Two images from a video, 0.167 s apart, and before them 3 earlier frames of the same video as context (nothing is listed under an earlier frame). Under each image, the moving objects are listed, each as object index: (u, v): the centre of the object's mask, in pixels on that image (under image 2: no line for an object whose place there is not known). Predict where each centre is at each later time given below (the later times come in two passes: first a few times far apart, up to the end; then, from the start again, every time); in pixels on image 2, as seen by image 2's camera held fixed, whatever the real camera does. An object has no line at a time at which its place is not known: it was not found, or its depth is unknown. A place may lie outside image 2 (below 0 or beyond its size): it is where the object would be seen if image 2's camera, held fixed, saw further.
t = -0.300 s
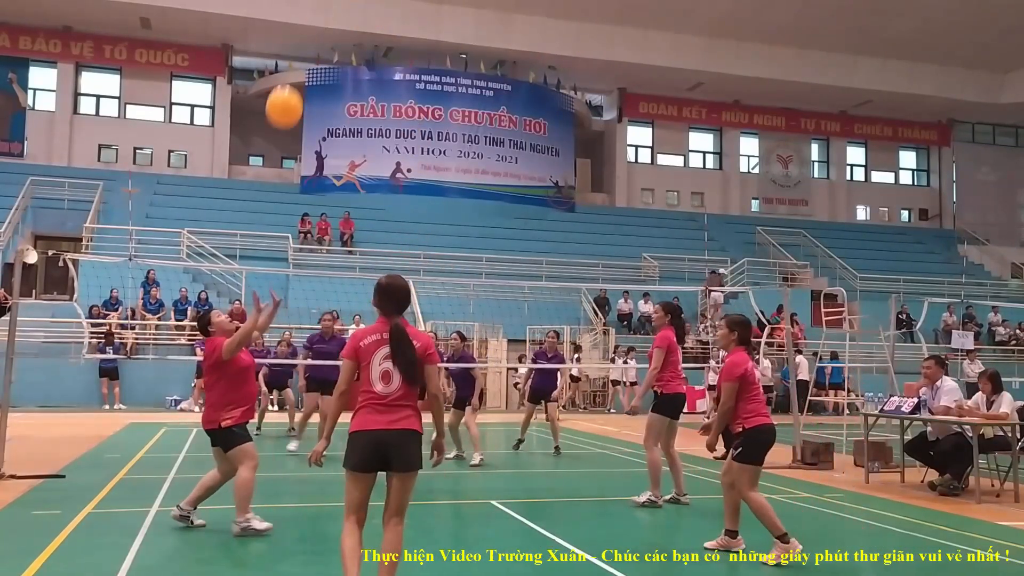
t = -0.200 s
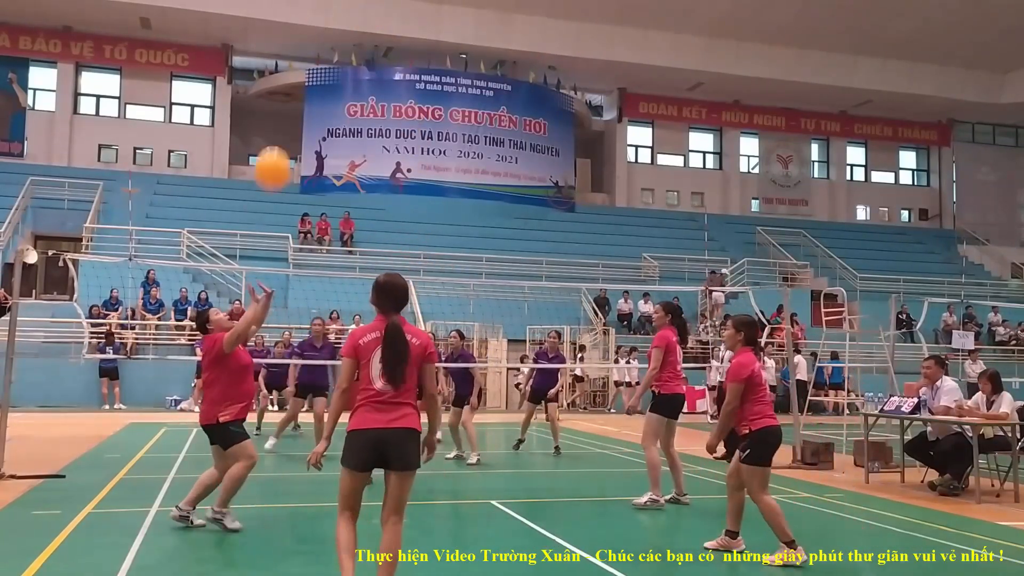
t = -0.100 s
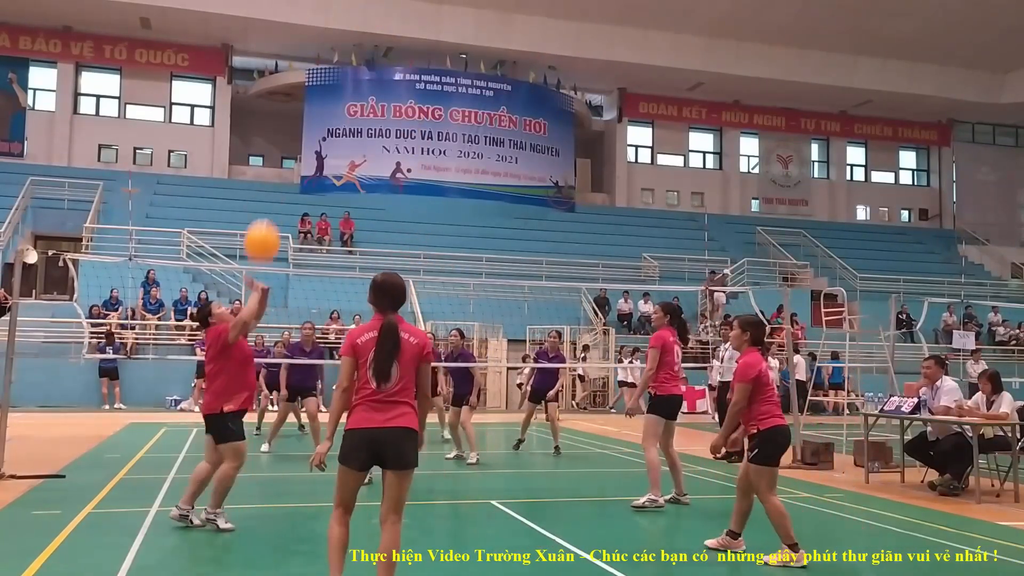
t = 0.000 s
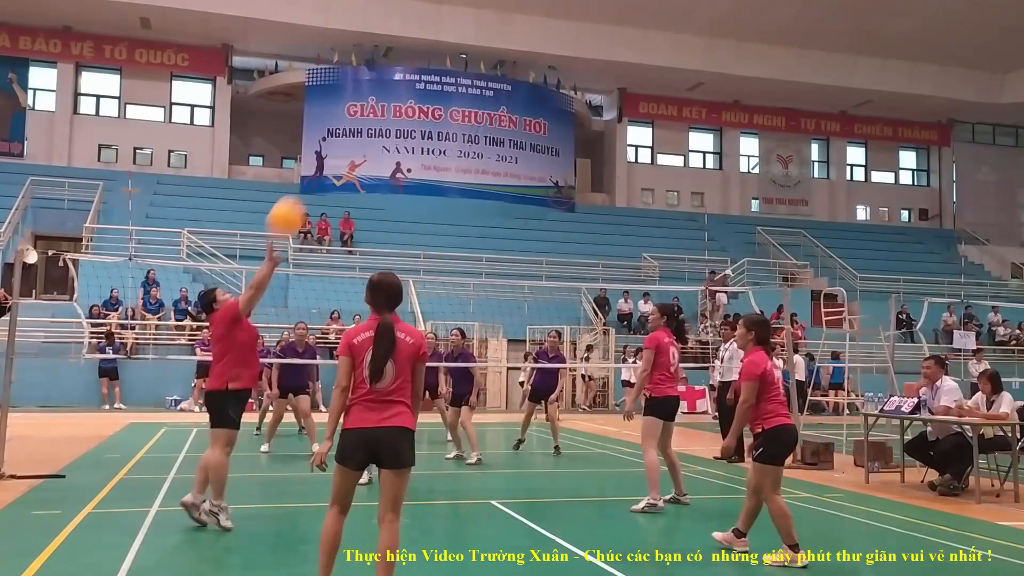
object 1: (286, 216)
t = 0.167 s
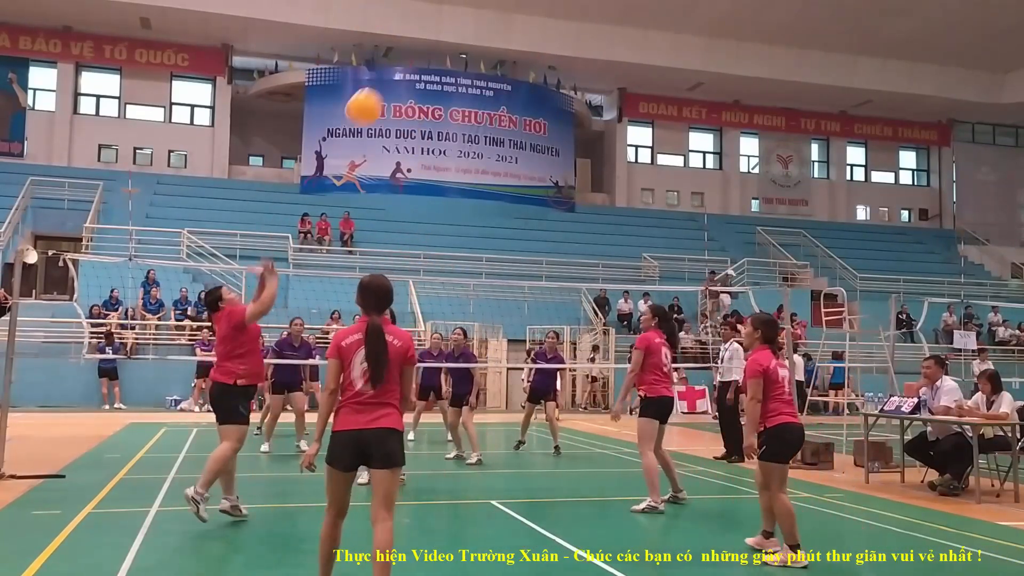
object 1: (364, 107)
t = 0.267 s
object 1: (406, 62)
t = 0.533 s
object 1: (501, 12)
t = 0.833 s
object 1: (593, 52)
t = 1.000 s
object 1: (639, 113)
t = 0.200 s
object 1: (379, 90)
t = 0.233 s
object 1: (392, 76)
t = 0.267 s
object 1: (406, 62)
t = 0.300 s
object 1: (419, 52)
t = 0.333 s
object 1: (431, 42)
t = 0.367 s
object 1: (443, 33)
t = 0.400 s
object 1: (456, 26)
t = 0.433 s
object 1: (468, 19)
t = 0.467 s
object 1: (479, 15)
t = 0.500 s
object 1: (490, 13)
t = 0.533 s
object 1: (501, 12)
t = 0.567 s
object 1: (512, 12)
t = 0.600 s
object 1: (523, 13)
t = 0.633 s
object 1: (533, 14)
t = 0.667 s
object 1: (544, 17)
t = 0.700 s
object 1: (554, 21)
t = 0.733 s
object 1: (564, 27)
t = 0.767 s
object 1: (574, 34)
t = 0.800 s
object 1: (584, 42)
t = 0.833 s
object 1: (593, 52)
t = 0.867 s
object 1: (603, 63)
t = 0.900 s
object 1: (612, 74)
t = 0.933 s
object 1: (621, 87)
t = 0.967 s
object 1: (630, 101)
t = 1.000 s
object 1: (639, 113)
